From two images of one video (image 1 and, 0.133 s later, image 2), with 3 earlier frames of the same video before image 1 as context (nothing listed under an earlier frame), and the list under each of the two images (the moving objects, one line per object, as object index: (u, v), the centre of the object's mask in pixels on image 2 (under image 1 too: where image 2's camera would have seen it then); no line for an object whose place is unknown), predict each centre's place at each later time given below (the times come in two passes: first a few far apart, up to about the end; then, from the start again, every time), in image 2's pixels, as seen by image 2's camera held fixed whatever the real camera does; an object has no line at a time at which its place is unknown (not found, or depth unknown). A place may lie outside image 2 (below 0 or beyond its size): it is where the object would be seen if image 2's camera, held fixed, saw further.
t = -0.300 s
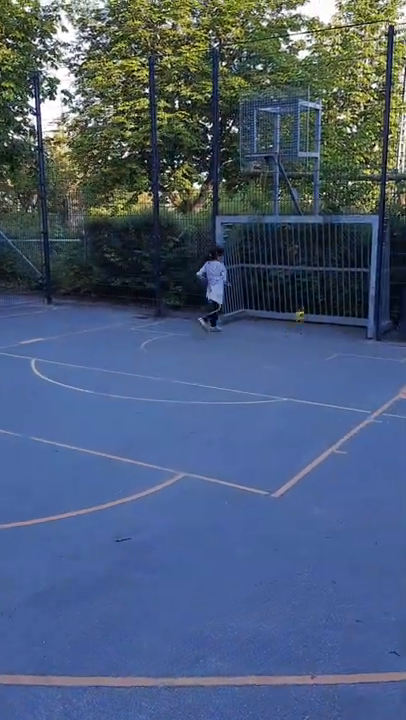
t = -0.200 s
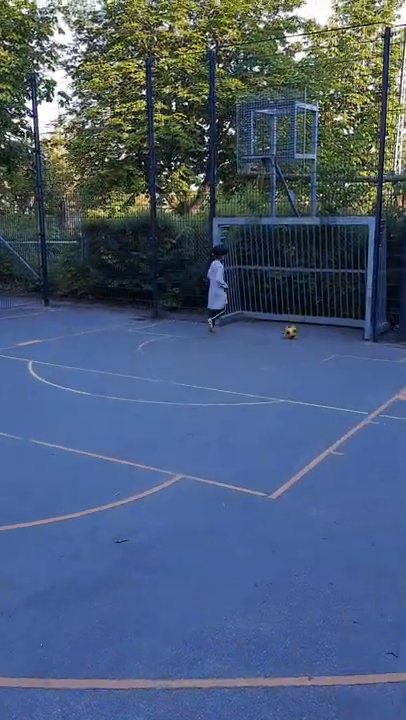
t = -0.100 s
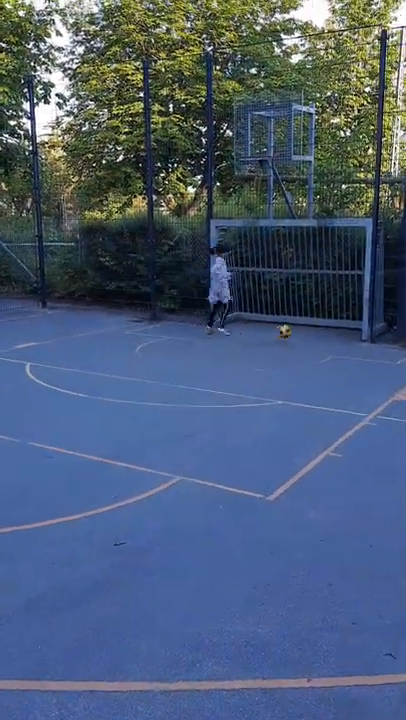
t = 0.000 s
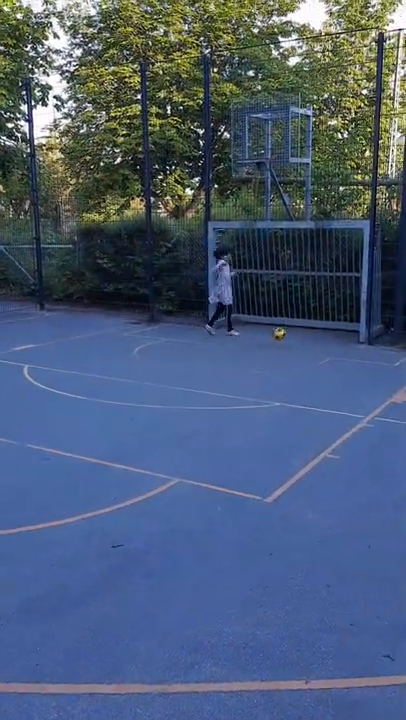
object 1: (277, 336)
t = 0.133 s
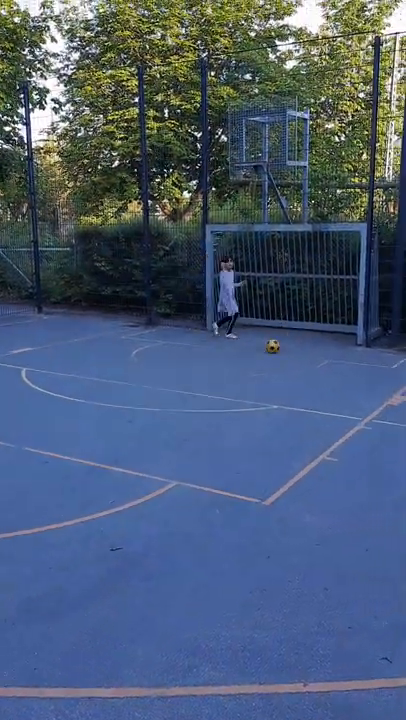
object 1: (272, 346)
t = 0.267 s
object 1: (269, 346)
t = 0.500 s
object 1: (263, 356)
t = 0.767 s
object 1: (257, 363)
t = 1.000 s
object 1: (253, 370)
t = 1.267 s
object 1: (250, 379)
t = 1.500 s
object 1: (248, 386)
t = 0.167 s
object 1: (271, 346)
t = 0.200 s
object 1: (270, 344)
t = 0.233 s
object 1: (270, 344)
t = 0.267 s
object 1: (269, 346)
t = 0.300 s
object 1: (266, 348)
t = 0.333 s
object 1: (267, 350)
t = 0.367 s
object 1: (266, 351)
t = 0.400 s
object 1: (265, 351)
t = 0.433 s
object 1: (265, 352)
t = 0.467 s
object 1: (264, 353)
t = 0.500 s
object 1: (263, 356)
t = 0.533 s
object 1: (263, 355)
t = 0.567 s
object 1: (262, 357)
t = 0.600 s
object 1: (260, 357)
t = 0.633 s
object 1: (260, 358)
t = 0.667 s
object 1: (259, 360)
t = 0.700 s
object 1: (259, 360)
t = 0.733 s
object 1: (259, 361)
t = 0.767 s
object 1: (257, 363)
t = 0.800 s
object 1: (256, 363)
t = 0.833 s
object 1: (256, 364)
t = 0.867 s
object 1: (255, 366)
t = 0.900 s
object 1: (255, 367)
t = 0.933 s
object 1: (255, 367)
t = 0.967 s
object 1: (253, 369)
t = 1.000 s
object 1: (253, 370)
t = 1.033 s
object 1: (252, 372)
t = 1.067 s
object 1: (252, 373)
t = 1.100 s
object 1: (252, 372)
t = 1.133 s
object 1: (250, 374)
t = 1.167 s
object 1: (250, 375)
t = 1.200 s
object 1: (250, 378)
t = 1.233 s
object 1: (250, 378)
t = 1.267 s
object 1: (250, 379)
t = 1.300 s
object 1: (249, 379)
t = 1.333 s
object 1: (249, 380)
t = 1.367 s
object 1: (249, 382)
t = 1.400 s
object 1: (249, 383)
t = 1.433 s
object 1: (248, 384)
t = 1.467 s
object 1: (248, 386)
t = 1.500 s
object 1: (248, 386)
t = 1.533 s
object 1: (248, 388)
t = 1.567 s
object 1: (248, 389)
